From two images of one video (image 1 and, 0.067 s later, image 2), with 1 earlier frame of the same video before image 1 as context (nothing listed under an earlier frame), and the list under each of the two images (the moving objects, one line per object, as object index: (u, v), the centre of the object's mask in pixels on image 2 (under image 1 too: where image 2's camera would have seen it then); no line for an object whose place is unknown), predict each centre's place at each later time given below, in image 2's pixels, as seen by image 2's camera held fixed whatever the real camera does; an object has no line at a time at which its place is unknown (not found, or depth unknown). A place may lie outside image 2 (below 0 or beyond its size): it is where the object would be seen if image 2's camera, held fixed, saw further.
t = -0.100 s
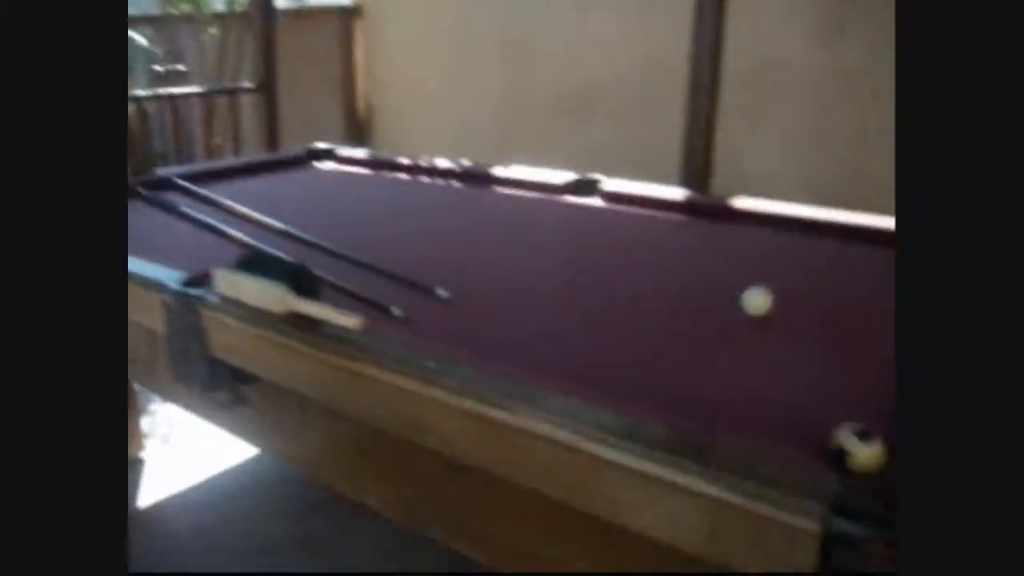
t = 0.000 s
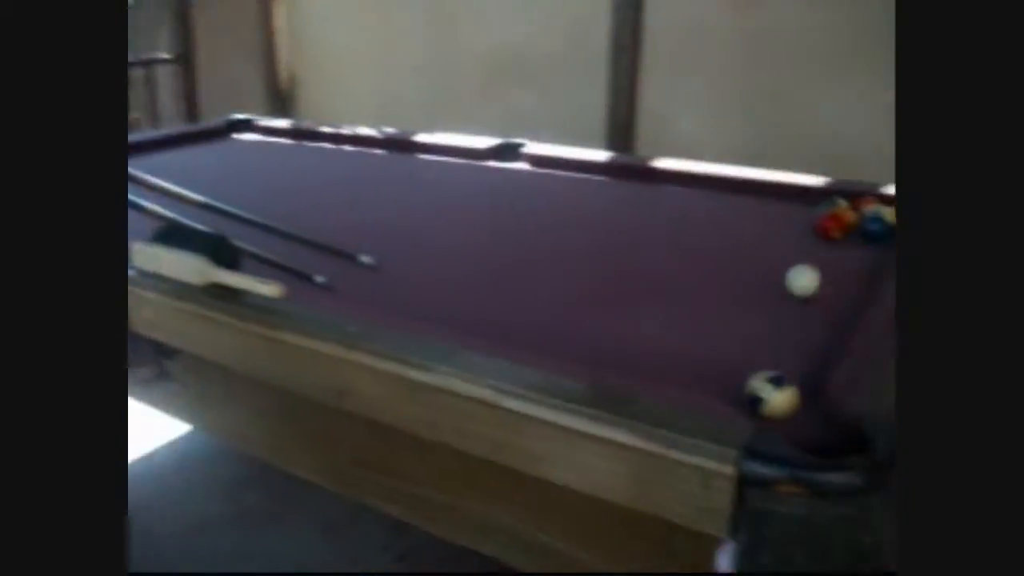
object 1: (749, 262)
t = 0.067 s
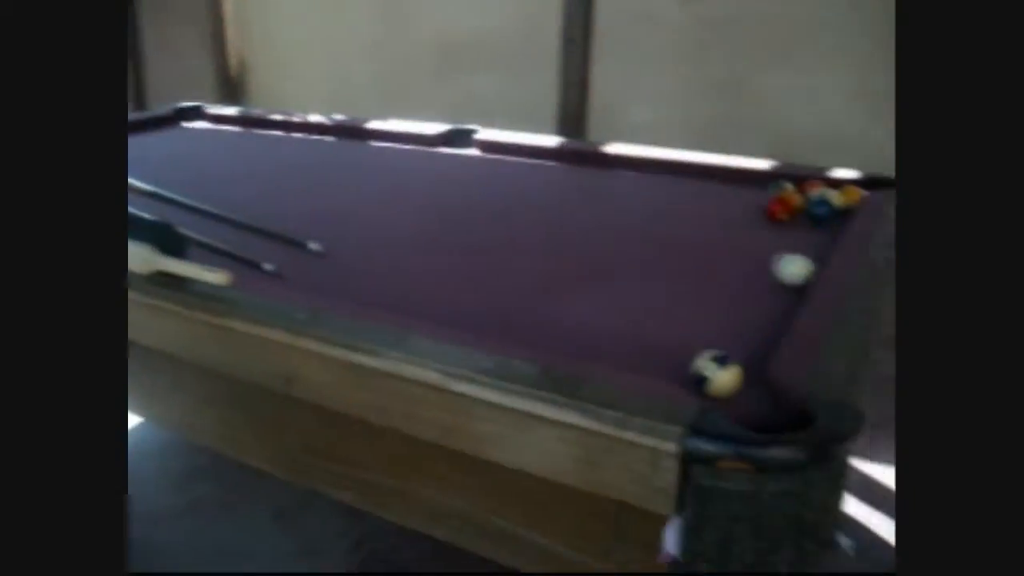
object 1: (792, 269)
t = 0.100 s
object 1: (767, 265)
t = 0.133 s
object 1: (744, 261)
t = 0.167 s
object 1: (723, 257)
